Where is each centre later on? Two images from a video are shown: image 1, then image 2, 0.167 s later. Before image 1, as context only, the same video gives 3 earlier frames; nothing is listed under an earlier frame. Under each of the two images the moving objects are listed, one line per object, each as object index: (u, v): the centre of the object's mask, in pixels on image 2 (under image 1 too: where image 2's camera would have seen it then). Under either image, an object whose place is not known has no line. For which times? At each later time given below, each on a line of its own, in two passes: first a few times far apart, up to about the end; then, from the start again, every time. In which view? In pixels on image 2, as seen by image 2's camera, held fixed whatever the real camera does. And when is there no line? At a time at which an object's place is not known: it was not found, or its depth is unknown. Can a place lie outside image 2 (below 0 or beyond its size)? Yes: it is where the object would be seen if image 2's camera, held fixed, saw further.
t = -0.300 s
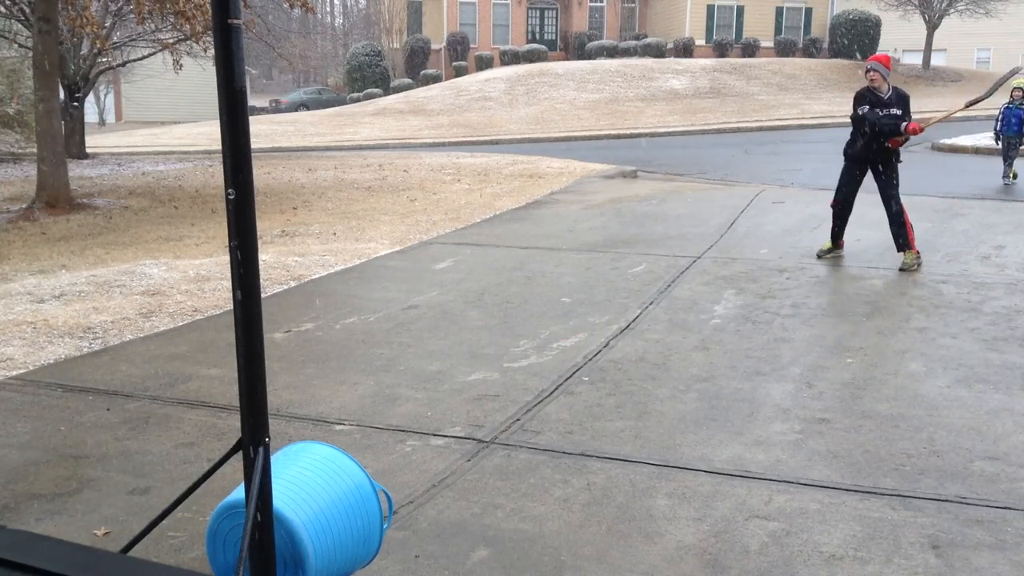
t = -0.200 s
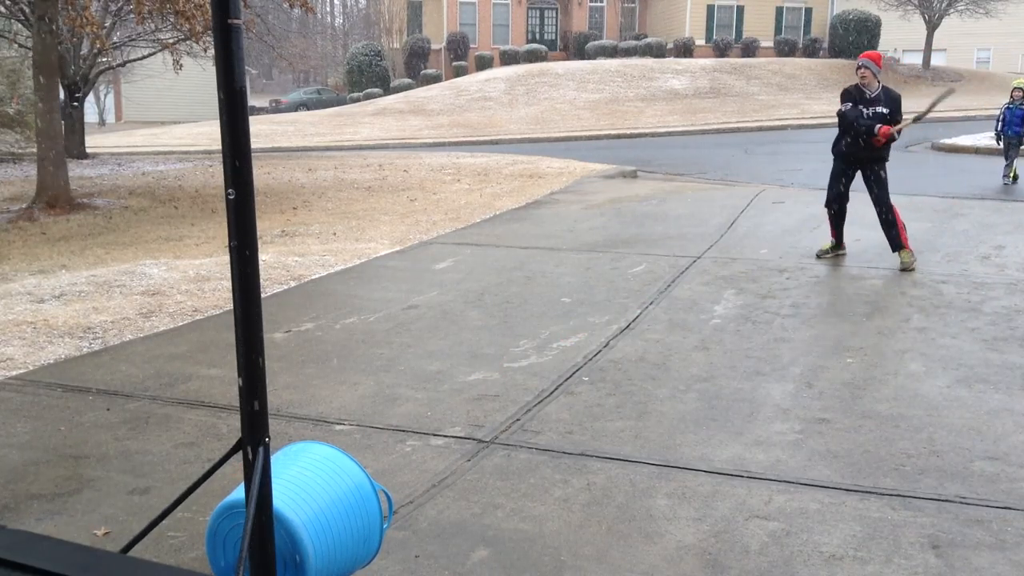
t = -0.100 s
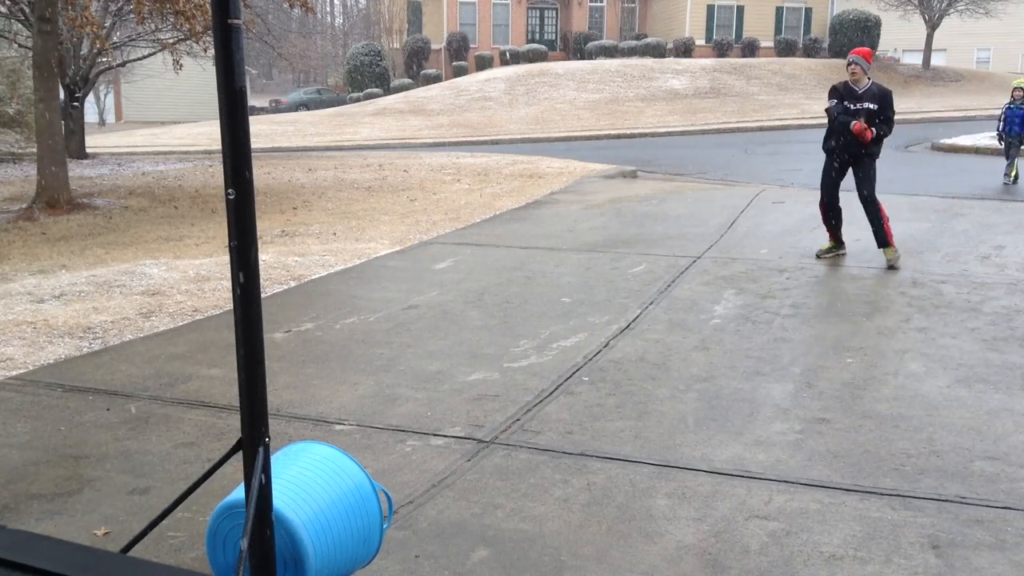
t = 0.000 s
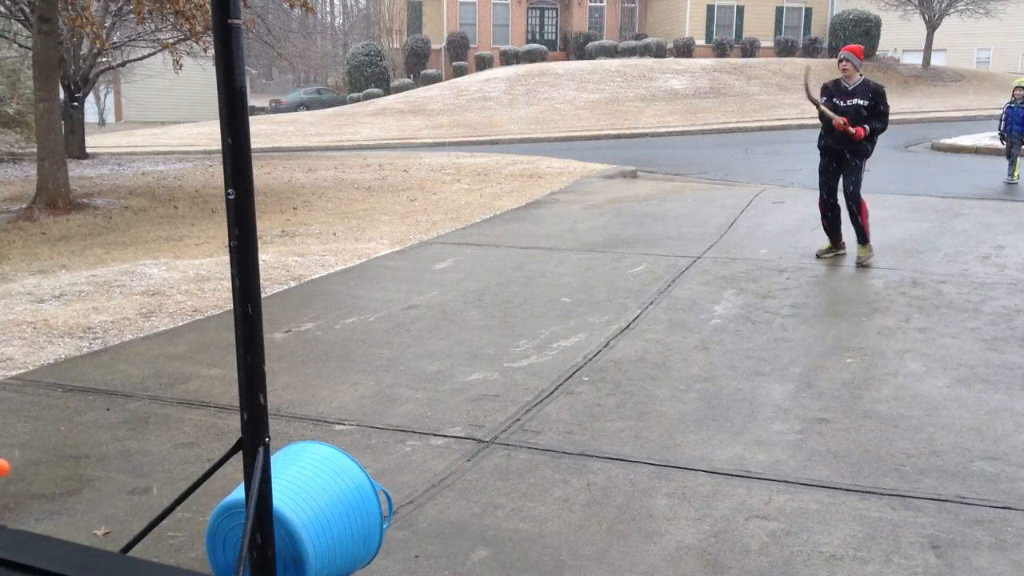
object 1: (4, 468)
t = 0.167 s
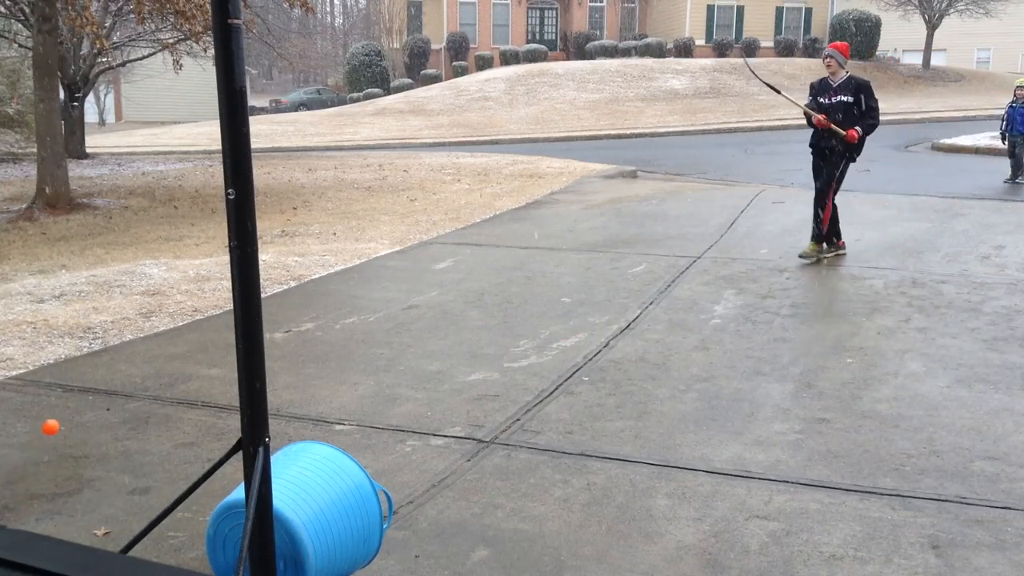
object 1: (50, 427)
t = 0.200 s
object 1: (58, 422)
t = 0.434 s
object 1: (100, 421)
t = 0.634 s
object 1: (117, 415)
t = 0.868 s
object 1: (130, 405)
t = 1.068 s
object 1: (139, 394)
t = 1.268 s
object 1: (141, 386)
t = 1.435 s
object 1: (141, 381)
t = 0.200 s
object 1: (58, 422)
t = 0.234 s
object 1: (65, 420)
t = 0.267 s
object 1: (72, 420)
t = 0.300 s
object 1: (80, 423)
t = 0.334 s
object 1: (87, 428)
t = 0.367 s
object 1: (95, 436)
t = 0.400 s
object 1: (98, 428)
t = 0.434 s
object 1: (100, 421)
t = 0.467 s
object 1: (103, 417)
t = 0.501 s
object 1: (106, 415)
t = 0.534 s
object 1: (109, 415)
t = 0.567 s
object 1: (112, 417)
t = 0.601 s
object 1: (115, 420)
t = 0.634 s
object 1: (117, 415)
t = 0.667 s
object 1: (119, 412)
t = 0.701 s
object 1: (121, 410)
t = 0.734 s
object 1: (123, 412)
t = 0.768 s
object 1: (125, 410)
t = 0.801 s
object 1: (127, 408)
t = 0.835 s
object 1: (129, 408)
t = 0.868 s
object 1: (130, 405)
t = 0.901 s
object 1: (132, 403)
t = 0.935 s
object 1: (134, 401)
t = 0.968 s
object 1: (135, 399)
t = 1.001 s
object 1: (137, 398)
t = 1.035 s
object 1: (137, 396)
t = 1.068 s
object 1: (139, 394)
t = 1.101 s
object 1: (140, 393)
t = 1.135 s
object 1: (141, 392)
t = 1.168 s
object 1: (141, 389)
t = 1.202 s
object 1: (141, 389)
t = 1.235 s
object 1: (141, 387)
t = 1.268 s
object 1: (141, 386)
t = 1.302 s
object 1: (141, 385)
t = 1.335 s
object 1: (141, 385)
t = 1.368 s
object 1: (142, 384)
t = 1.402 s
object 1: (142, 383)
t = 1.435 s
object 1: (141, 381)
